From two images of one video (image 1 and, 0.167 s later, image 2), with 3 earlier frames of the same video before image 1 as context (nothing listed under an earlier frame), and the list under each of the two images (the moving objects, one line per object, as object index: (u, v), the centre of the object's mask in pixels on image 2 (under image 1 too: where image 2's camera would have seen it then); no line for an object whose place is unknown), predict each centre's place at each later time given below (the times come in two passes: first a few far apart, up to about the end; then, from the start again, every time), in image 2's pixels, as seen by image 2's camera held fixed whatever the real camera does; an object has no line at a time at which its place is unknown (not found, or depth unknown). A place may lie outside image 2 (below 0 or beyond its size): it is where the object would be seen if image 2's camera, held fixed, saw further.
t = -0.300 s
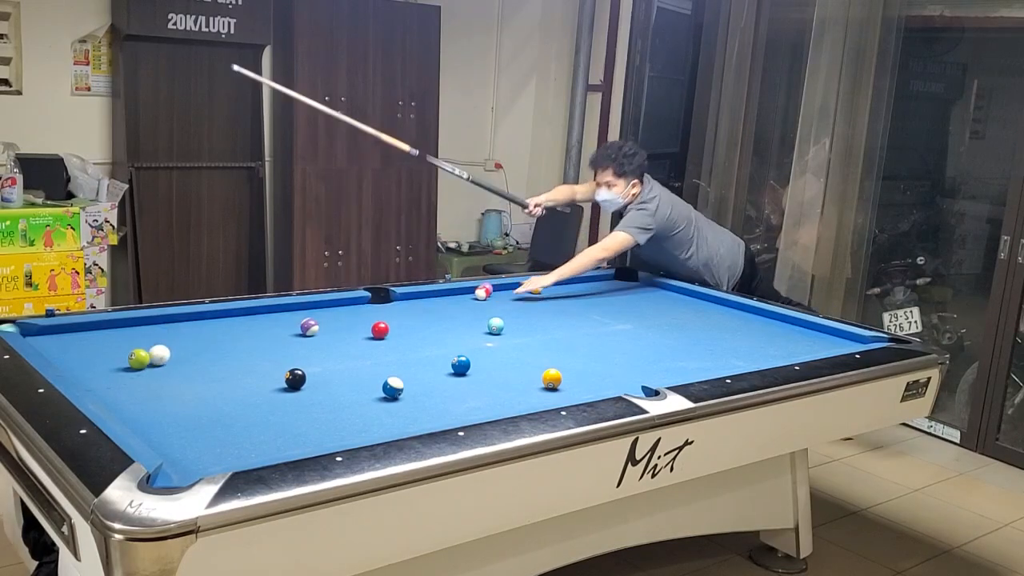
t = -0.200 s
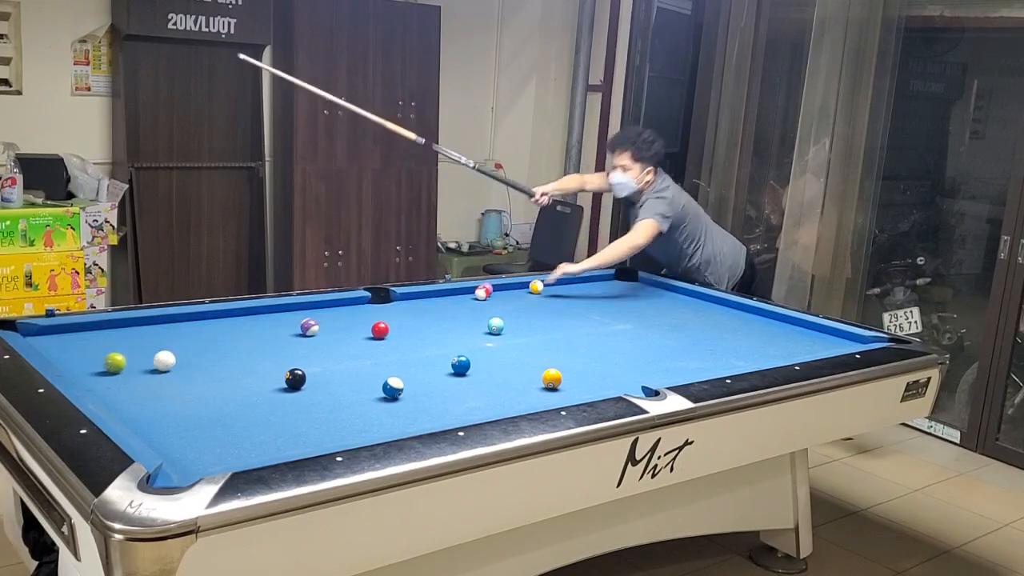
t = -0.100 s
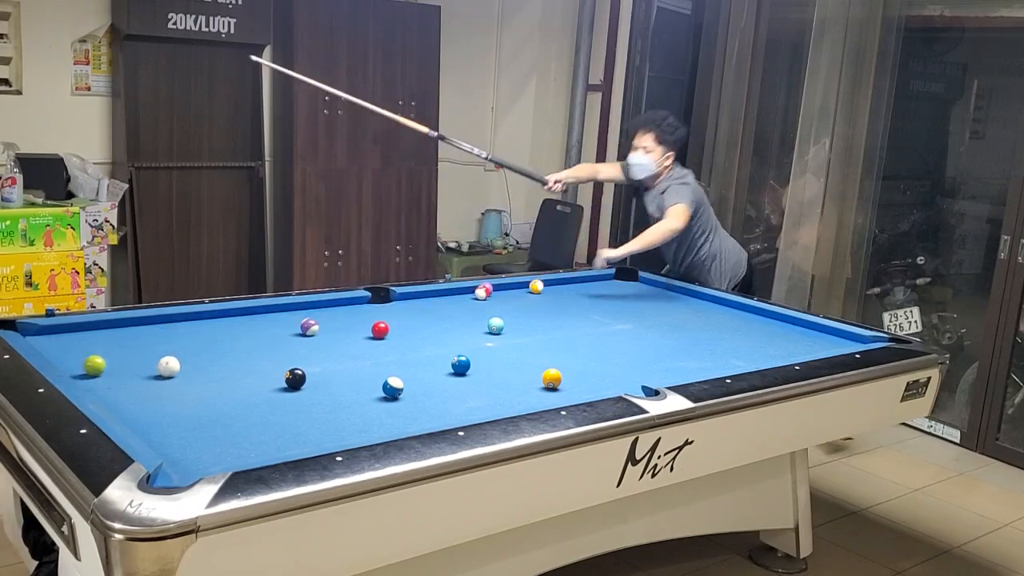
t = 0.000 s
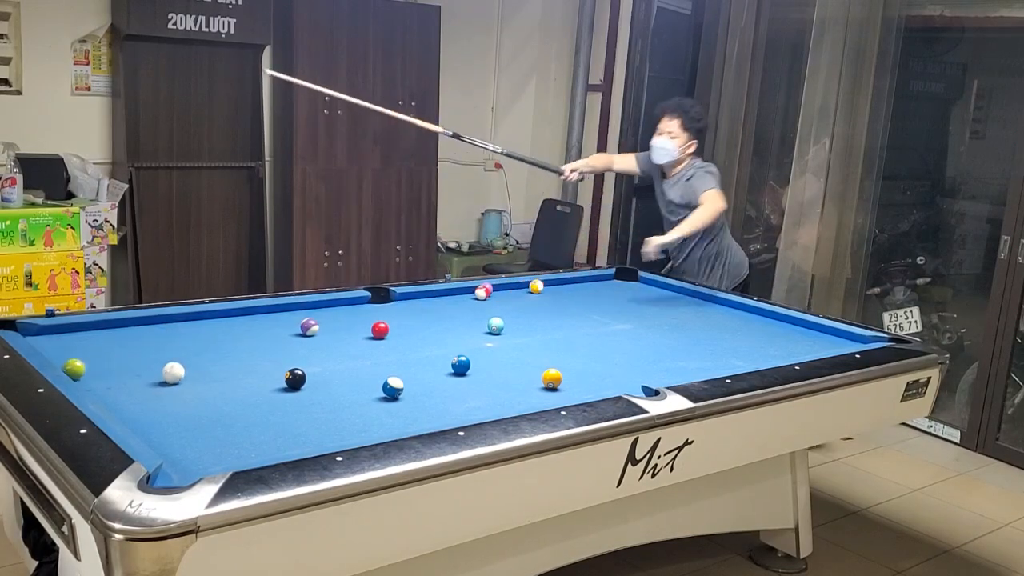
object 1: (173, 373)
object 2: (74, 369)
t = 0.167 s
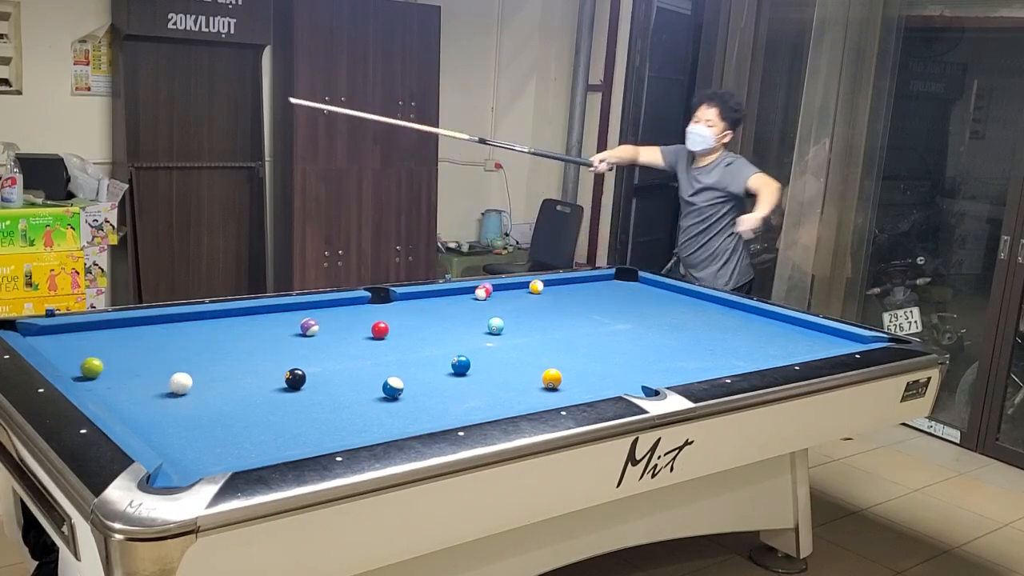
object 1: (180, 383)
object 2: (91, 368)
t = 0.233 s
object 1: (184, 387)
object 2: (102, 367)
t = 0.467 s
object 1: (195, 403)
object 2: (136, 364)
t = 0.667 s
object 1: (205, 416)
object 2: (163, 361)
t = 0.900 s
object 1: (218, 433)
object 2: (192, 358)
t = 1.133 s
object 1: (231, 449)
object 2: (218, 356)
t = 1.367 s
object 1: (237, 454)
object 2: (242, 353)
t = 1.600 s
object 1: (228, 447)
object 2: (263, 351)
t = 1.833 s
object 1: (221, 438)
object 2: (282, 349)
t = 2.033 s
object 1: (216, 431)
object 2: (296, 346)
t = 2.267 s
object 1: (210, 424)
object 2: (311, 345)
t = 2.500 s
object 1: (206, 417)
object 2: (324, 343)
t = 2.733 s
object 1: (202, 412)
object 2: (335, 341)
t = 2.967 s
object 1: (198, 406)
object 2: (345, 340)
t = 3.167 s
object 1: (195, 403)
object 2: (353, 339)
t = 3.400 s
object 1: (193, 399)
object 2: (360, 338)
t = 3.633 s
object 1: (191, 395)
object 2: (366, 338)
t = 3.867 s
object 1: (188, 393)
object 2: (371, 337)
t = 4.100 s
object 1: (186, 391)
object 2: (373, 336)
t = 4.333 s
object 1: (184, 389)
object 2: (375, 336)
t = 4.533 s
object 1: (183, 388)
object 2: (375, 336)
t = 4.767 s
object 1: (183, 387)
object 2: (375, 336)
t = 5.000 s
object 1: (183, 387)
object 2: (375, 336)
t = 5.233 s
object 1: (183, 387)
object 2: (375, 336)
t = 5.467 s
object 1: (183, 387)
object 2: (375, 336)
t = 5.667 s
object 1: (183, 387)
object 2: (375, 336)
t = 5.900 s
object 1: (183, 387)
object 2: (375, 336)
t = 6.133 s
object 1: (183, 387)
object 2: (375, 336)
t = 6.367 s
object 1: (183, 387)
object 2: (375, 336)
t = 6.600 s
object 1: (183, 387)
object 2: (375, 336)
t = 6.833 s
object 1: (183, 387)
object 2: (375, 336)
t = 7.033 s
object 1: (183, 387)
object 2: (375, 336)
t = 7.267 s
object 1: (183, 387)
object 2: (375, 336)
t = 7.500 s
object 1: (183, 387)
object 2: (375, 336)
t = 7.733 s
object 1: (183, 387)
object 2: (375, 336)
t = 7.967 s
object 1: (183, 388)
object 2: (375, 336)
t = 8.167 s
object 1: (183, 387)
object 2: (375, 336)
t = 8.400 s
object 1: (183, 387)
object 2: (375, 336)
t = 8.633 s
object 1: (183, 387)
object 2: (375, 336)
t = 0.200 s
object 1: (182, 385)
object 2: (97, 367)
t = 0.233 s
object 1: (184, 387)
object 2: (102, 367)
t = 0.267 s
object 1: (185, 389)
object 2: (107, 366)
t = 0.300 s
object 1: (187, 392)
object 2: (112, 366)
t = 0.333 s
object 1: (188, 394)
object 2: (117, 365)
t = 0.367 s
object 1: (190, 396)
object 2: (122, 365)
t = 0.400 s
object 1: (192, 398)
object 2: (127, 364)
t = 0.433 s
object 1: (193, 401)
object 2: (132, 364)
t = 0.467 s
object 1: (195, 403)
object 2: (136, 364)
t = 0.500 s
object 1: (197, 405)
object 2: (141, 363)
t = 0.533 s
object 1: (199, 407)
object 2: (145, 363)
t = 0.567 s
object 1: (200, 409)
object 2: (150, 363)
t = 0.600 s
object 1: (202, 412)
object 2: (154, 362)
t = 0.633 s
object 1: (204, 414)
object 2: (159, 361)
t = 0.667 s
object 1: (205, 416)
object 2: (163, 361)
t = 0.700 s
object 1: (207, 419)
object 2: (168, 361)
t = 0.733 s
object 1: (209, 421)
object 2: (172, 360)
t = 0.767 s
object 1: (211, 423)
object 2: (176, 360)
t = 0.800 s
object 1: (213, 426)
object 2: (180, 359)
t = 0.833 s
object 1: (215, 428)
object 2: (184, 359)
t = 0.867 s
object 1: (216, 430)
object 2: (188, 359)
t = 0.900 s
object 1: (218, 433)
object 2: (192, 358)
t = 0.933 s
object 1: (220, 435)
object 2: (196, 358)
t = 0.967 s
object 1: (222, 438)
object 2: (200, 358)
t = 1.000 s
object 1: (224, 440)
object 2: (204, 357)
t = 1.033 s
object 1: (225, 442)
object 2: (208, 357)
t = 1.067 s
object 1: (227, 445)
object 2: (211, 357)
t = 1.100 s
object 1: (229, 447)
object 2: (215, 356)
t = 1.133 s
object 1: (231, 449)
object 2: (218, 356)
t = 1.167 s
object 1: (233, 451)
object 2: (222, 355)
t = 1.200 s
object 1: (235, 453)
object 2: (226, 355)
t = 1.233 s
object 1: (237, 454)
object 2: (229, 354)
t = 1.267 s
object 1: (239, 455)
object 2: (232, 354)
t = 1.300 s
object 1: (239, 456)
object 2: (236, 354)
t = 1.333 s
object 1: (238, 455)
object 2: (239, 353)
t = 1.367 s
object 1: (237, 454)
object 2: (242, 353)
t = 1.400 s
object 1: (236, 453)
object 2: (245, 353)
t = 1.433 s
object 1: (234, 452)
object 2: (248, 353)
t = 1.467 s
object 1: (233, 452)
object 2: (252, 352)
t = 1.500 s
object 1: (232, 451)
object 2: (255, 352)
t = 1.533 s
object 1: (231, 450)
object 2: (258, 351)
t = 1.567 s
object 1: (230, 449)
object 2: (261, 351)
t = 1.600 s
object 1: (228, 447)
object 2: (263, 351)
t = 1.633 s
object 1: (227, 446)
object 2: (266, 350)
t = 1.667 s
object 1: (226, 445)
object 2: (269, 350)
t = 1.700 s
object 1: (225, 443)
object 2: (271, 350)
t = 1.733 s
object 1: (224, 442)
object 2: (274, 349)
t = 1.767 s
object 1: (223, 441)
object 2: (277, 349)
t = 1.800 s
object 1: (222, 439)
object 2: (279, 349)
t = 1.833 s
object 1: (221, 438)
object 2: (282, 349)
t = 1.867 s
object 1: (221, 437)
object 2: (284, 348)
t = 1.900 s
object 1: (220, 436)
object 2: (287, 348)
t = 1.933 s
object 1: (219, 435)
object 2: (289, 348)
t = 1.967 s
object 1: (218, 433)
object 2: (292, 347)
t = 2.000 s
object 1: (217, 432)
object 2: (294, 347)
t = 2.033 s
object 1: (216, 431)
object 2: (296, 346)
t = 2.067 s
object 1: (215, 430)
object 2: (298, 346)
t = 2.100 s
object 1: (214, 429)
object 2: (300, 346)
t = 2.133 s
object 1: (213, 428)
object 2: (302, 346)
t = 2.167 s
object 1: (213, 427)
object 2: (305, 345)
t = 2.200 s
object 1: (212, 426)
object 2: (307, 345)
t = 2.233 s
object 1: (211, 425)
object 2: (309, 345)
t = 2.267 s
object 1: (210, 424)
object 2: (311, 345)
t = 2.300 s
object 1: (210, 423)
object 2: (313, 344)
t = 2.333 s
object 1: (209, 422)
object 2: (315, 344)
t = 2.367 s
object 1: (208, 421)
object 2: (317, 344)
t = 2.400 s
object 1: (207, 420)
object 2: (319, 344)
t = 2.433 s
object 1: (207, 419)
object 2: (321, 343)
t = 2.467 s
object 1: (206, 418)
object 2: (322, 343)
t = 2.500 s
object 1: (206, 417)
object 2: (324, 343)
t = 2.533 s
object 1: (205, 416)
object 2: (326, 343)
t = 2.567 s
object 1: (204, 416)
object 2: (328, 343)
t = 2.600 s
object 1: (204, 414)
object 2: (329, 342)
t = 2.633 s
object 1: (203, 414)
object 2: (331, 342)
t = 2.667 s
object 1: (203, 413)
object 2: (332, 342)
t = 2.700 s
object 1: (202, 412)
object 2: (334, 342)
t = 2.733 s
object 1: (202, 412)
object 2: (335, 341)
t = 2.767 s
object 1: (201, 411)
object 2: (337, 341)
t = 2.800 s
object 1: (201, 410)
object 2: (339, 341)
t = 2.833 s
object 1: (200, 409)
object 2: (340, 341)
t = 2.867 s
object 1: (200, 409)
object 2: (341, 341)
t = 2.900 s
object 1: (199, 408)
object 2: (343, 341)
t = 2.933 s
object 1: (199, 407)
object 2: (344, 340)
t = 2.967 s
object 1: (198, 406)
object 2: (345, 340)
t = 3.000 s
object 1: (198, 406)
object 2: (347, 340)
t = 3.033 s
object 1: (197, 405)
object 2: (348, 340)
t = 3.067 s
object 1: (197, 404)
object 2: (349, 340)
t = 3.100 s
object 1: (196, 404)
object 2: (351, 339)
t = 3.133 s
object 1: (196, 403)
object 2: (352, 339)
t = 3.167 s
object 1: (195, 403)
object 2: (353, 339)
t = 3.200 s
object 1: (195, 402)
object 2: (354, 339)
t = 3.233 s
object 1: (195, 401)
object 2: (355, 339)
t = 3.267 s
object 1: (194, 401)
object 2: (356, 339)
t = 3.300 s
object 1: (194, 400)
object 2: (358, 339)
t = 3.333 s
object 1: (194, 400)
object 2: (359, 339)
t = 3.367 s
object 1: (193, 399)
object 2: (359, 339)
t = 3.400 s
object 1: (193, 399)
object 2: (360, 338)
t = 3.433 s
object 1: (193, 398)
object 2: (361, 338)
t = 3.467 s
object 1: (192, 398)
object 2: (362, 338)
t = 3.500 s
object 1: (192, 397)
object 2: (363, 338)
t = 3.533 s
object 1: (191, 397)
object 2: (364, 338)
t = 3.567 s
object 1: (191, 396)
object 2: (365, 337)
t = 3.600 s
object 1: (191, 396)
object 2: (366, 338)
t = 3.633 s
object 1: (191, 395)
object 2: (366, 338)
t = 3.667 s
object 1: (190, 395)
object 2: (367, 337)
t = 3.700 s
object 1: (190, 395)
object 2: (368, 337)
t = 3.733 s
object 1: (190, 394)
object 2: (368, 337)
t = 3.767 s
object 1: (189, 394)
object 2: (369, 337)
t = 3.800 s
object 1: (189, 393)
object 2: (369, 337)
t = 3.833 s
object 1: (189, 393)
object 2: (370, 337)
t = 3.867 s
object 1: (188, 393)
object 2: (371, 337)
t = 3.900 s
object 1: (188, 392)
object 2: (371, 337)
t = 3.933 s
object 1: (188, 392)
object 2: (372, 337)
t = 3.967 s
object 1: (187, 392)
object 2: (372, 337)
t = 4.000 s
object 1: (187, 391)
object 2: (372, 337)
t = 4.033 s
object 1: (187, 391)
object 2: (373, 337)
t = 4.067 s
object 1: (186, 391)
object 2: (373, 337)
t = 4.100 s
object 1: (186, 391)
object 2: (373, 336)
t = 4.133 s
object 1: (186, 390)
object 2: (374, 337)
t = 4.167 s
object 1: (185, 390)
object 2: (374, 336)
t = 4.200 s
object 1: (185, 390)
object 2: (374, 336)
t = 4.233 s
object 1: (185, 389)
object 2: (375, 336)
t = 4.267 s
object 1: (185, 389)
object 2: (375, 336)
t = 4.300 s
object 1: (185, 389)
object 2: (375, 336)
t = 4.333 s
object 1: (184, 389)
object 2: (375, 336)
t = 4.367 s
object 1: (184, 389)
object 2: (375, 336)
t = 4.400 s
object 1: (184, 388)
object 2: (375, 336)
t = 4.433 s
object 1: (184, 388)
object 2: (375, 336)
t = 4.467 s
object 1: (184, 388)
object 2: (375, 336)
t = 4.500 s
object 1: (183, 388)
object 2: (375, 336)
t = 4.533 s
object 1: (183, 388)
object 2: (375, 336)
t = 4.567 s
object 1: (183, 388)
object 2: (375, 336)
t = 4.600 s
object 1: (183, 388)
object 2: (375, 336)
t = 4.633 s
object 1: (183, 388)
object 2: (375, 336)
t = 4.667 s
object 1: (183, 388)
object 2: (375, 336)
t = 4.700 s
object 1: (183, 387)
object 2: (375, 336)
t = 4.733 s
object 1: (183, 387)
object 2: (375, 336)
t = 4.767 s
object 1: (183, 387)
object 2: (375, 336)
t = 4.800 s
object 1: (183, 387)
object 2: (375, 336)
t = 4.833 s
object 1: (183, 387)
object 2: (375, 336)
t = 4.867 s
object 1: (183, 387)
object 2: (375, 336)
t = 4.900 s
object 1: (183, 387)
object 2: (375, 336)
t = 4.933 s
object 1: (183, 387)
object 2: (375, 336)
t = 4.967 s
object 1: (183, 387)
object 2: (375, 336)
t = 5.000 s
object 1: (183, 387)
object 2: (375, 336)
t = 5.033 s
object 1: (183, 387)
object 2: (375, 336)
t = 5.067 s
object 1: (183, 387)
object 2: (375, 336)
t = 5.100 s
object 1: (183, 387)
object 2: (375, 336)
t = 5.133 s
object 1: (183, 387)
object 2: (375, 336)
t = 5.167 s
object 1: (183, 387)
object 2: (375, 336)
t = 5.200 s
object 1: (183, 387)
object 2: (375, 336)
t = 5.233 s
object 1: (183, 387)
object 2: (375, 336)
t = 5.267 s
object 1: (183, 387)
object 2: (375, 336)
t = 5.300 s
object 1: (183, 387)
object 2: (375, 336)
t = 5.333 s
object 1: (183, 387)
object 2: (375, 336)
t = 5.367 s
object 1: (183, 387)
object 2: (375, 336)
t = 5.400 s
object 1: (183, 387)
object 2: (375, 336)
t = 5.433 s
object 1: (183, 387)
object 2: (375, 336)
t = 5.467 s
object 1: (183, 387)
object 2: (375, 336)
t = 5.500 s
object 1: (183, 387)
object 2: (375, 336)
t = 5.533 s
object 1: (183, 387)
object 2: (375, 336)
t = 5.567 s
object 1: (183, 387)
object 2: (375, 336)
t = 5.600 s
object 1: (183, 387)
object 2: (375, 336)
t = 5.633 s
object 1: (183, 387)
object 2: (375, 336)
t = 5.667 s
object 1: (183, 387)
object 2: (375, 336)
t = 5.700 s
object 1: (183, 388)
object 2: (375, 336)
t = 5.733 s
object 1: (183, 387)
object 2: (375, 336)
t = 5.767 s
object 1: (183, 387)
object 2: (375, 336)
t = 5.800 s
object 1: (183, 387)
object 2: (375, 336)
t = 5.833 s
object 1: (183, 387)
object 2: (375, 336)
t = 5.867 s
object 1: (183, 387)
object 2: (375, 336)
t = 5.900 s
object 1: (183, 387)
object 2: (375, 336)
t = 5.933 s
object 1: (183, 387)
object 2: (375, 336)
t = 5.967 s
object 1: (183, 387)
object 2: (375, 336)
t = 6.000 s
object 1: (183, 387)
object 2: (375, 336)
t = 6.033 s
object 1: (183, 387)
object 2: (375, 336)
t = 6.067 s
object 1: (183, 387)
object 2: (375, 336)
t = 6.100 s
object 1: (183, 387)
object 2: (375, 336)
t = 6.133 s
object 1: (183, 387)
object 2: (375, 336)
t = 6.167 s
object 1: (183, 387)
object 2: (375, 336)
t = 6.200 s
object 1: (183, 387)
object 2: (375, 336)
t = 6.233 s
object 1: (183, 387)
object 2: (375, 336)
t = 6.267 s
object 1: (183, 387)
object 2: (375, 336)
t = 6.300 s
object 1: (183, 387)
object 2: (375, 336)
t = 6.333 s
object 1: (183, 387)
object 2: (375, 336)
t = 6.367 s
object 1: (183, 387)
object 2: (375, 336)
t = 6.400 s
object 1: (183, 387)
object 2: (375, 336)
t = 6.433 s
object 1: (183, 387)
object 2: (375, 336)
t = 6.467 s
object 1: (183, 387)
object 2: (375, 336)
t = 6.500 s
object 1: (183, 387)
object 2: (375, 336)
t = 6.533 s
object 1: (183, 387)
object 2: (375, 336)
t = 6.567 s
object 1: (183, 387)
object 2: (375, 336)
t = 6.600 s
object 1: (183, 387)
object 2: (375, 336)
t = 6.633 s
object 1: (183, 387)
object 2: (375, 336)
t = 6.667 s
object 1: (183, 387)
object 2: (375, 336)
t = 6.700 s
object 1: (183, 387)
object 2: (375, 336)
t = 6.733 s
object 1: (183, 387)
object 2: (375, 336)
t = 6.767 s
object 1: (183, 387)
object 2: (375, 336)
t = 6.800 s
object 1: (183, 387)
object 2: (375, 336)
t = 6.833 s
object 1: (183, 387)
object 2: (375, 336)
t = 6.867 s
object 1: (183, 387)
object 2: (375, 336)
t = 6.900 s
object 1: (183, 387)
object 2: (375, 336)
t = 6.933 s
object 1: (183, 387)
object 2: (375, 336)
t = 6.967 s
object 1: (183, 387)
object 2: (375, 336)
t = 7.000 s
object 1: (183, 387)
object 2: (375, 336)
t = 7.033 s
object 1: (183, 387)
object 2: (375, 336)
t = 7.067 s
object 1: (183, 387)
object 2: (375, 336)
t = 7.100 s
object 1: (183, 387)
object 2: (375, 336)
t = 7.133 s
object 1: (183, 387)
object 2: (375, 336)
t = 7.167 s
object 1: (183, 387)
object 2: (375, 336)
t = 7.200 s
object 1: (183, 387)
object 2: (375, 336)
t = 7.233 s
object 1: (183, 387)
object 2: (375, 336)
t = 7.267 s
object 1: (183, 387)
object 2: (375, 336)
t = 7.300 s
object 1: (183, 387)
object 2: (375, 336)
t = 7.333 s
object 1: (183, 387)
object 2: (375, 336)
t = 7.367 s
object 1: (183, 387)
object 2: (375, 336)
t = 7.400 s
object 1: (183, 387)
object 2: (375, 336)
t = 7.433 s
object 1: (183, 387)
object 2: (375, 336)
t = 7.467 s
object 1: (183, 387)
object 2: (375, 336)
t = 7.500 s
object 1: (183, 387)
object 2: (375, 336)
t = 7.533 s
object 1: (183, 387)
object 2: (375, 336)
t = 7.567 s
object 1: (183, 388)
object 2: (375, 336)
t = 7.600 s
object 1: (183, 387)
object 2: (375, 336)
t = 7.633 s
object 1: (183, 387)
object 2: (375, 336)
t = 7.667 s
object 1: (183, 387)
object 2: (375, 336)
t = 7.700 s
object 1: (183, 387)
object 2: (375, 336)
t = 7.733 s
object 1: (183, 387)
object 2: (375, 336)
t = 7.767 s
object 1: (183, 387)
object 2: (375, 336)
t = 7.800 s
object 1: (183, 387)
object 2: (375, 336)
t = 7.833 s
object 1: (183, 387)
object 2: (375, 336)
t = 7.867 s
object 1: (183, 388)
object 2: (375, 336)
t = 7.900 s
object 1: (183, 388)
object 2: (375, 336)
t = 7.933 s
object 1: (183, 388)
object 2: (375, 336)
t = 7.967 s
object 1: (183, 388)
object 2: (375, 336)
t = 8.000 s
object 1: (183, 388)
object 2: (375, 336)
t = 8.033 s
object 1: (183, 387)
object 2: (375, 336)
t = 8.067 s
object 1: (183, 387)
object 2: (375, 336)
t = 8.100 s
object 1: (183, 387)
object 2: (375, 336)
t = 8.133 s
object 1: (183, 387)
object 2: (375, 336)
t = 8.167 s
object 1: (183, 387)
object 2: (375, 336)
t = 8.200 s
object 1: (183, 387)
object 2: (375, 336)
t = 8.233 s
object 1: (183, 388)
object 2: (375, 336)
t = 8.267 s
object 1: (183, 388)
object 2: (375, 336)
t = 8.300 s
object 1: (183, 387)
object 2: (375, 336)
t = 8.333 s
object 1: (183, 387)
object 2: (375, 336)
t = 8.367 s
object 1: (183, 387)
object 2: (375, 336)
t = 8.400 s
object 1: (183, 387)
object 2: (375, 336)
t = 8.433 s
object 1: (183, 387)
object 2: (375, 336)
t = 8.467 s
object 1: (183, 387)
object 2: (375, 336)
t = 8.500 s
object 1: (183, 387)
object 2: (375, 336)
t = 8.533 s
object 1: (183, 387)
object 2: (375, 336)
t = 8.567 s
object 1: (183, 388)
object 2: (375, 336)
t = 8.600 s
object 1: (183, 387)
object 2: (375, 336)
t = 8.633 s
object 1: (183, 387)
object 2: (375, 336)
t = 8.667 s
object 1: (183, 387)
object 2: (375, 336)
